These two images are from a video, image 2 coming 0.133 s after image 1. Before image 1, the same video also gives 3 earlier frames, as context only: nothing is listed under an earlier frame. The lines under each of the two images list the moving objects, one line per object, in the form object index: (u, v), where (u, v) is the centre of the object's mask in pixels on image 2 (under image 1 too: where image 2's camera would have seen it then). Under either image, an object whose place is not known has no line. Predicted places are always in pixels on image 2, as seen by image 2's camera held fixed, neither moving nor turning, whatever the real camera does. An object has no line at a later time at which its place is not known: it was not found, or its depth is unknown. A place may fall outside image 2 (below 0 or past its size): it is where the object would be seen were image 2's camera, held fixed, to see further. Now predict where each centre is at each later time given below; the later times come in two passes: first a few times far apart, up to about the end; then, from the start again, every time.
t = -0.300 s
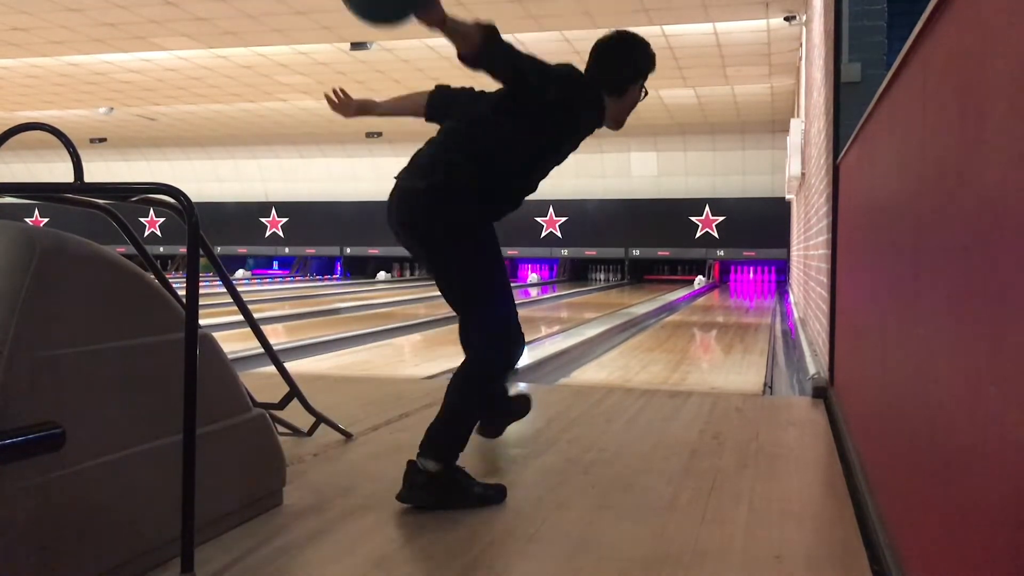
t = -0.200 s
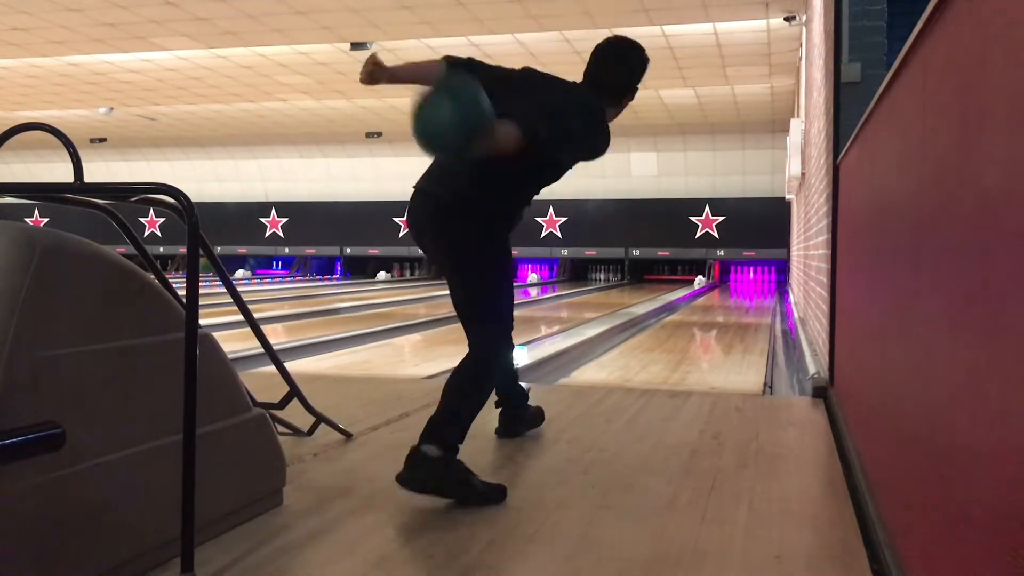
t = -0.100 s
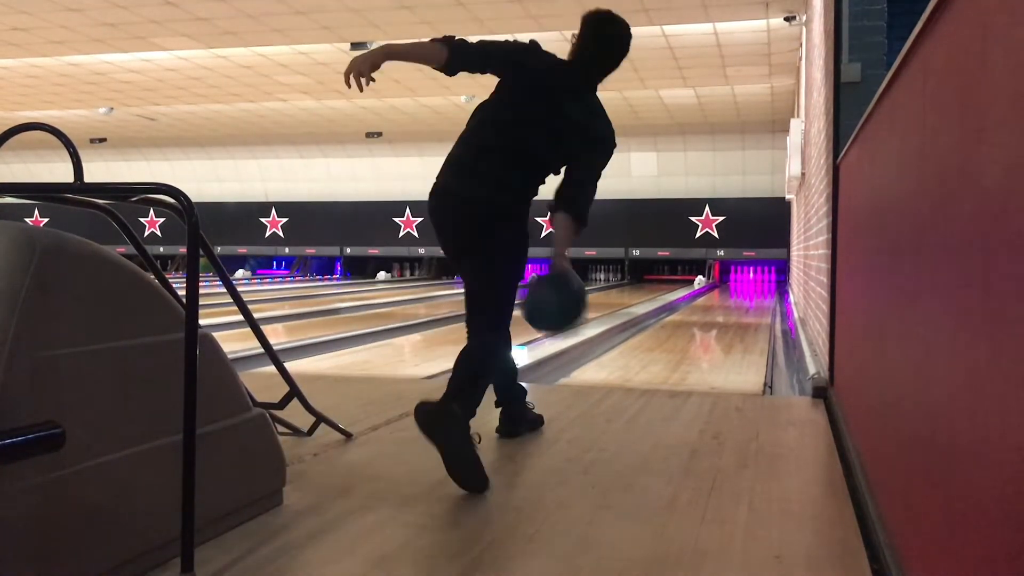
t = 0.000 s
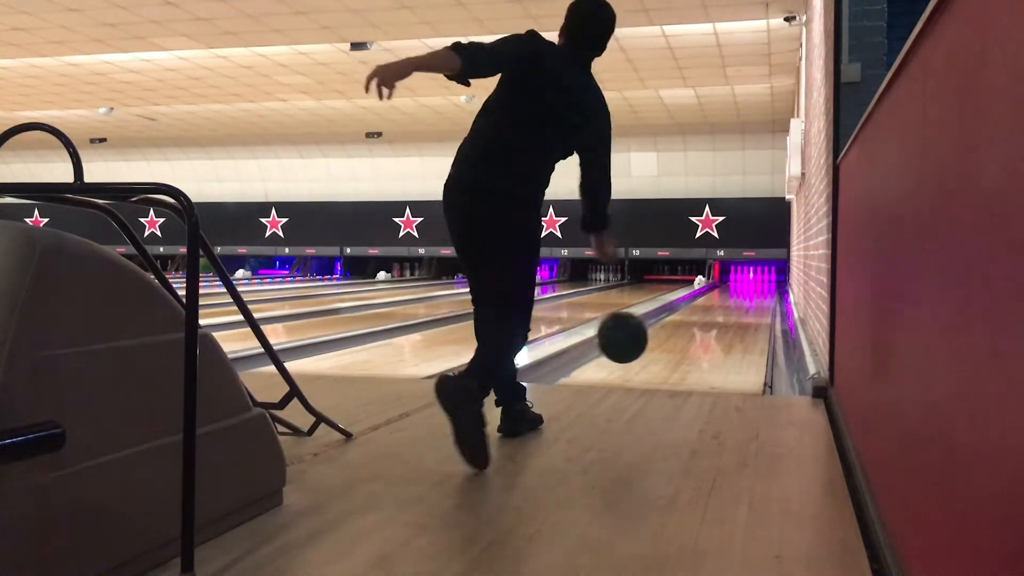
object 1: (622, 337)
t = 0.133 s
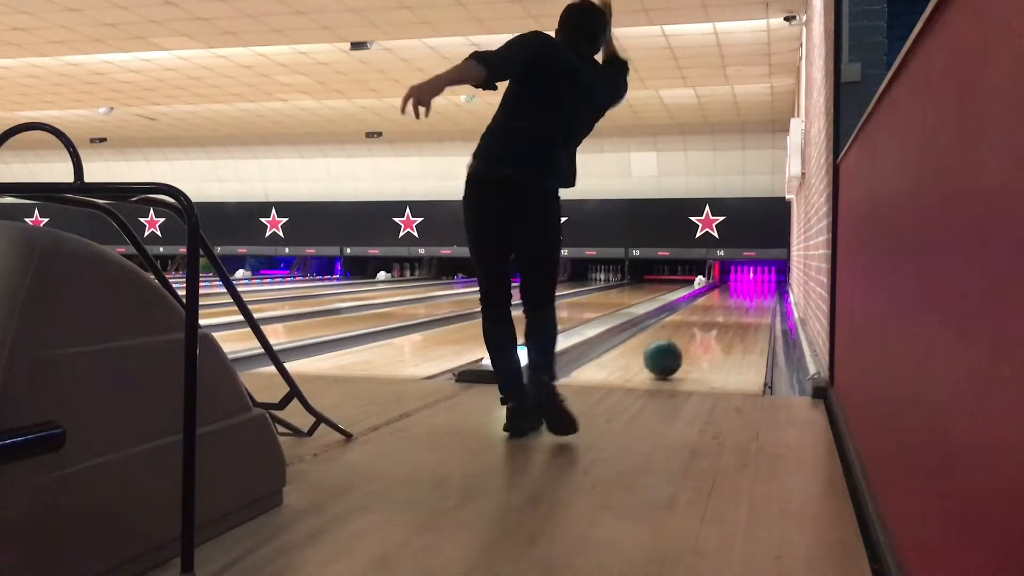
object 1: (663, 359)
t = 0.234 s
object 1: (682, 341)
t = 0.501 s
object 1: (712, 316)
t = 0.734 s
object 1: (728, 303)
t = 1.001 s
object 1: (737, 294)
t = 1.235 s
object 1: (743, 289)
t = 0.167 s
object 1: (671, 346)
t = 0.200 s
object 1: (678, 342)
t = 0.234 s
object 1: (682, 341)
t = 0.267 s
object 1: (688, 340)
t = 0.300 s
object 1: (693, 335)
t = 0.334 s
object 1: (697, 332)
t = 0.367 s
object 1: (701, 329)
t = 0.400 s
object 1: (704, 324)
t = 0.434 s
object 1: (707, 322)
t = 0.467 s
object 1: (710, 319)
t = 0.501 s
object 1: (712, 316)
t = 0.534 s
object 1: (715, 314)
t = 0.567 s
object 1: (717, 312)
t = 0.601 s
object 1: (720, 309)
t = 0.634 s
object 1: (722, 308)
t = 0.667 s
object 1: (724, 307)
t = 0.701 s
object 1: (726, 305)
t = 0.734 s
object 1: (728, 303)
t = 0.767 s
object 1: (728, 302)
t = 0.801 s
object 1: (730, 301)
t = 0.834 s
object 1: (731, 299)
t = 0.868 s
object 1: (733, 298)
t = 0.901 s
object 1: (734, 296)
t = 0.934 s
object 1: (735, 295)
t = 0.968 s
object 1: (736, 295)
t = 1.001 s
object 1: (737, 294)
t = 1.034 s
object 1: (738, 293)
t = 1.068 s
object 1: (739, 292)
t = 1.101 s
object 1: (740, 291)
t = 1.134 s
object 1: (741, 291)
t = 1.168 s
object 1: (742, 290)
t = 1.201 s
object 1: (742, 289)
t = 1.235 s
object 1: (743, 289)
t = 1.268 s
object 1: (744, 288)
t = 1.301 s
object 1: (744, 288)
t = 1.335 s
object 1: (745, 287)
